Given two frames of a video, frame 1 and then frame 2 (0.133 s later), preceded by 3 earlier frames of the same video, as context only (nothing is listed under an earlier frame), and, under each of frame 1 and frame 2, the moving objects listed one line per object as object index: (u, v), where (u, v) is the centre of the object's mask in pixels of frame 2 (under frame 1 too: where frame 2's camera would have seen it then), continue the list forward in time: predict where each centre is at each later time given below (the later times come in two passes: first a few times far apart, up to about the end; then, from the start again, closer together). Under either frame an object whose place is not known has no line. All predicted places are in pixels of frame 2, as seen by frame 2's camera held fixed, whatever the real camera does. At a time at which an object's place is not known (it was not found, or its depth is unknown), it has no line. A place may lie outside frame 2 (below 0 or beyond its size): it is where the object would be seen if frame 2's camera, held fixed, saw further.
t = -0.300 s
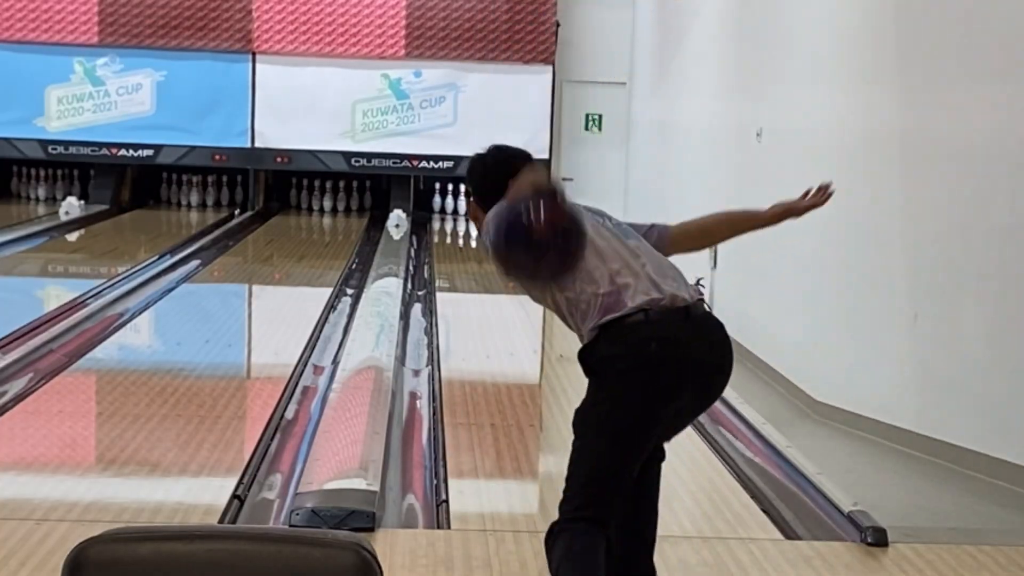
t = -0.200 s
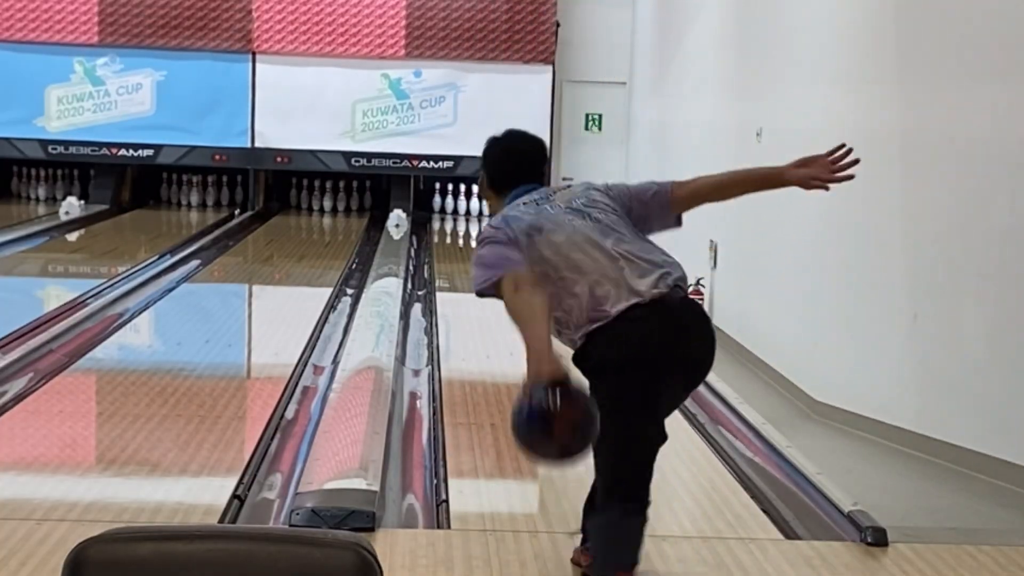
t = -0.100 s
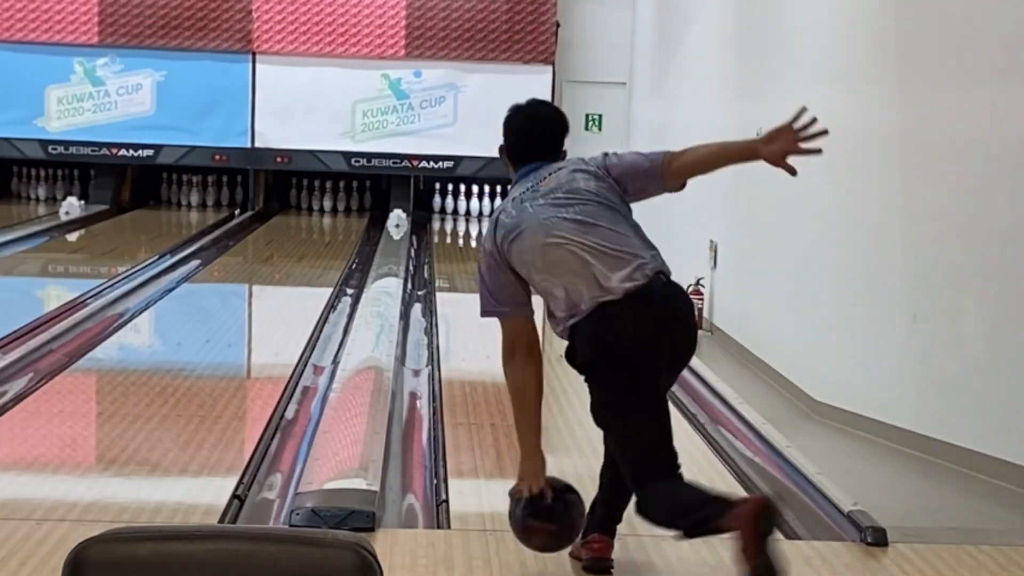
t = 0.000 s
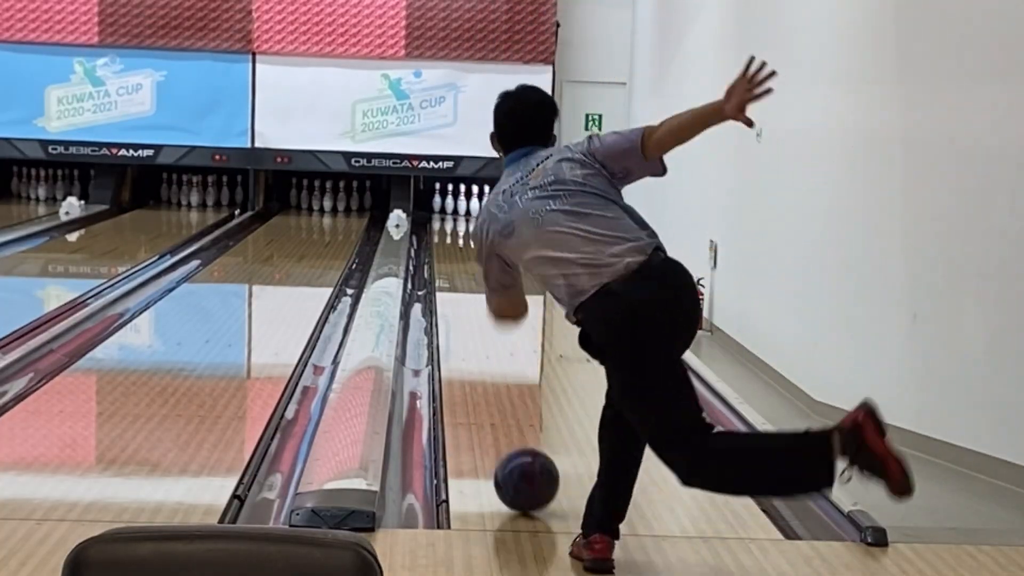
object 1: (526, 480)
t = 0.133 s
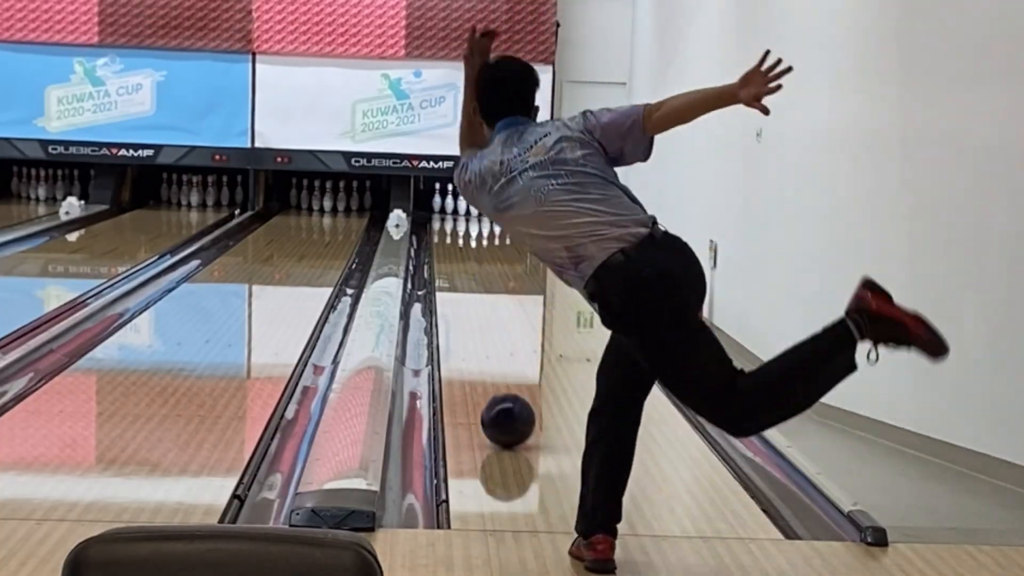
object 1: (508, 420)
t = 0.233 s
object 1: (498, 387)
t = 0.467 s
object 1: (482, 331)
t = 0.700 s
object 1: (472, 294)
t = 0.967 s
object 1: (465, 265)
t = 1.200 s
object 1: (461, 246)
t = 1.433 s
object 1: (460, 232)
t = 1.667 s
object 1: (460, 220)
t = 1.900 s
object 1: (463, 211)
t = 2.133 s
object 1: (458, 206)
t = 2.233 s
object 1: (460, 206)
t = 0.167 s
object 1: (504, 408)
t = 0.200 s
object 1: (501, 398)
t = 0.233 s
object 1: (498, 387)
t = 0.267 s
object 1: (495, 377)
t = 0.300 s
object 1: (493, 368)
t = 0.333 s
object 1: (490, 360)
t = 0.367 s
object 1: (488, 352)
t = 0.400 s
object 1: (486, 344)
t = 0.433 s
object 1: (484, 337)
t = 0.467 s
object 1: (482, 331)
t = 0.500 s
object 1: (480, 324)
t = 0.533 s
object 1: (478, 319)
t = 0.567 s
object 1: (481, 316)
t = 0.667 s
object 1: (473, 298)
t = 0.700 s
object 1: (472, 294)
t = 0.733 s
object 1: (471, 290)
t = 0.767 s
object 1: (469, 285)
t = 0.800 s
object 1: (469, 282)
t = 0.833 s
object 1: (468, 278)
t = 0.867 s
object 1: (467, 274)
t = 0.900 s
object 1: (466, 271)
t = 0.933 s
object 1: (465, 268)
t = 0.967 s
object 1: (465, 265)
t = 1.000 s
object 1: (464, 262)
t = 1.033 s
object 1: (464, 259)
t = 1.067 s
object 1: (463, 256)
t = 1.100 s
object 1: (462, 254)
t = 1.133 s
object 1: (462, 251)
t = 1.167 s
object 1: (461, 249)
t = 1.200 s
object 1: (461, 246)
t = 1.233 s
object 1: (461, 244)
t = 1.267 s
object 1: (461, 241)
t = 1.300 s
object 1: (460, 239)
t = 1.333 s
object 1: (460, 237)
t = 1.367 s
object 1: (460, 235)
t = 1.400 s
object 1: (460, 234)
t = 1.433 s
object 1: (460, 232)
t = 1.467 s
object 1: (459, 230)
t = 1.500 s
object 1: (459, 228)
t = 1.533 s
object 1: (460, 226)
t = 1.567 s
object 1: (459, 225)
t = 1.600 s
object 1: (460, 223)
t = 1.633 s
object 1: (460, 221)
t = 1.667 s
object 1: (460, 220)
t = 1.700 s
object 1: (461, 218)
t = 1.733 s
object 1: (461, 217)
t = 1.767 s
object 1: (462, 215)
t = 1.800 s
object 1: (462, 214)
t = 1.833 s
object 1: (462, 213)
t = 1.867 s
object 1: (463, 212)
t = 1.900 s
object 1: (463, 211)
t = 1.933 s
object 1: (464, 210)
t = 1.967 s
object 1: (465, 209)
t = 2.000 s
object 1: (463, 208)
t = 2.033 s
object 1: (463, 208)
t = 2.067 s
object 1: (461, 207)
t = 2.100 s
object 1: (460, 207)
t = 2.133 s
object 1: (458, 206)
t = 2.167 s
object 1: (461, 206)
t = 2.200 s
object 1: (460, 206)
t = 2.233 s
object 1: (460, 206)
